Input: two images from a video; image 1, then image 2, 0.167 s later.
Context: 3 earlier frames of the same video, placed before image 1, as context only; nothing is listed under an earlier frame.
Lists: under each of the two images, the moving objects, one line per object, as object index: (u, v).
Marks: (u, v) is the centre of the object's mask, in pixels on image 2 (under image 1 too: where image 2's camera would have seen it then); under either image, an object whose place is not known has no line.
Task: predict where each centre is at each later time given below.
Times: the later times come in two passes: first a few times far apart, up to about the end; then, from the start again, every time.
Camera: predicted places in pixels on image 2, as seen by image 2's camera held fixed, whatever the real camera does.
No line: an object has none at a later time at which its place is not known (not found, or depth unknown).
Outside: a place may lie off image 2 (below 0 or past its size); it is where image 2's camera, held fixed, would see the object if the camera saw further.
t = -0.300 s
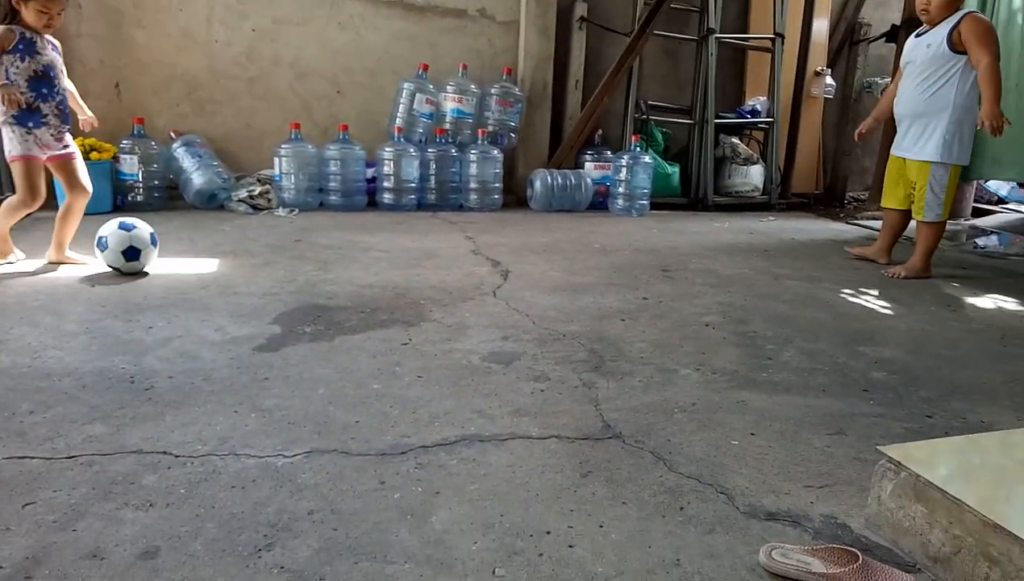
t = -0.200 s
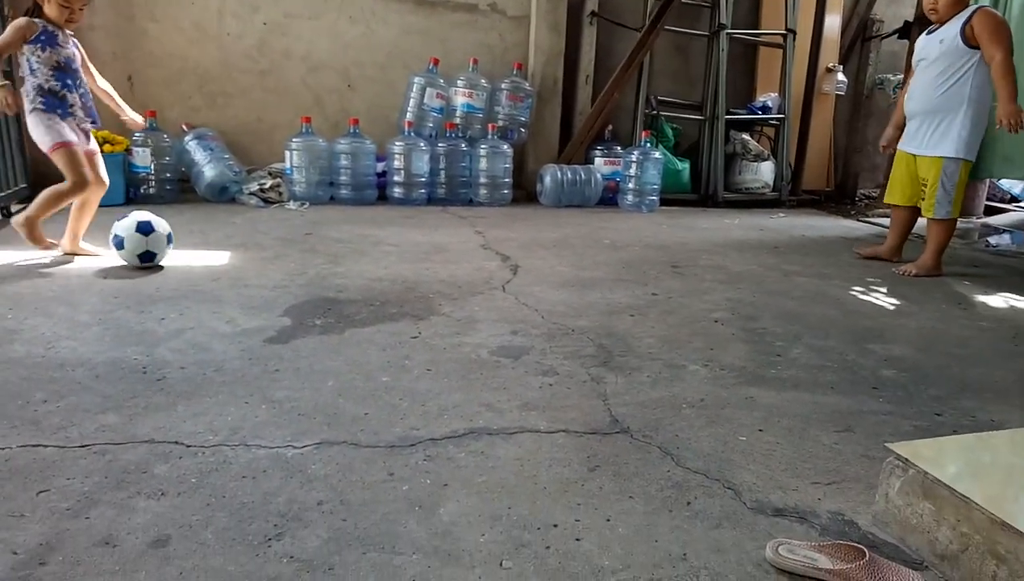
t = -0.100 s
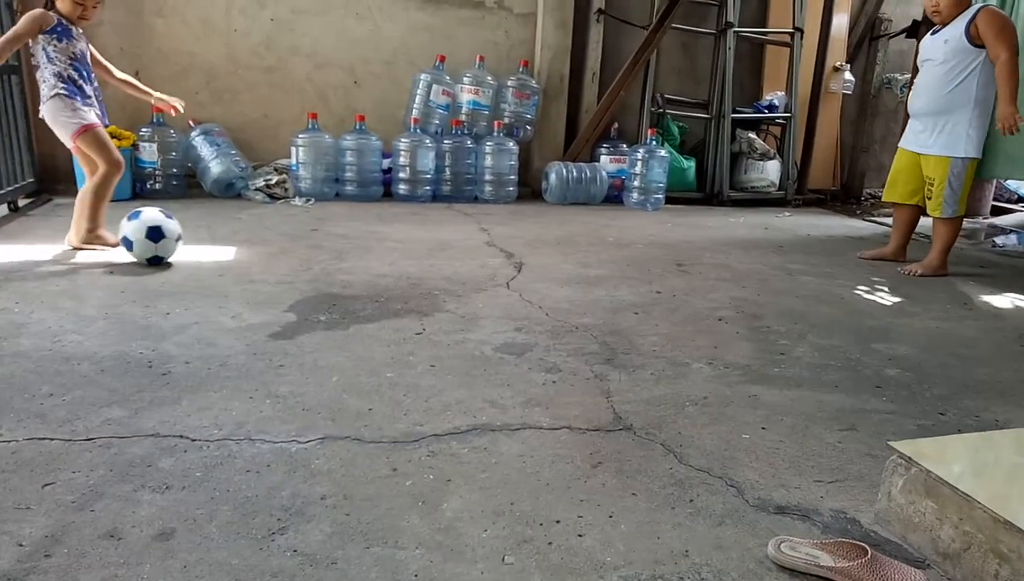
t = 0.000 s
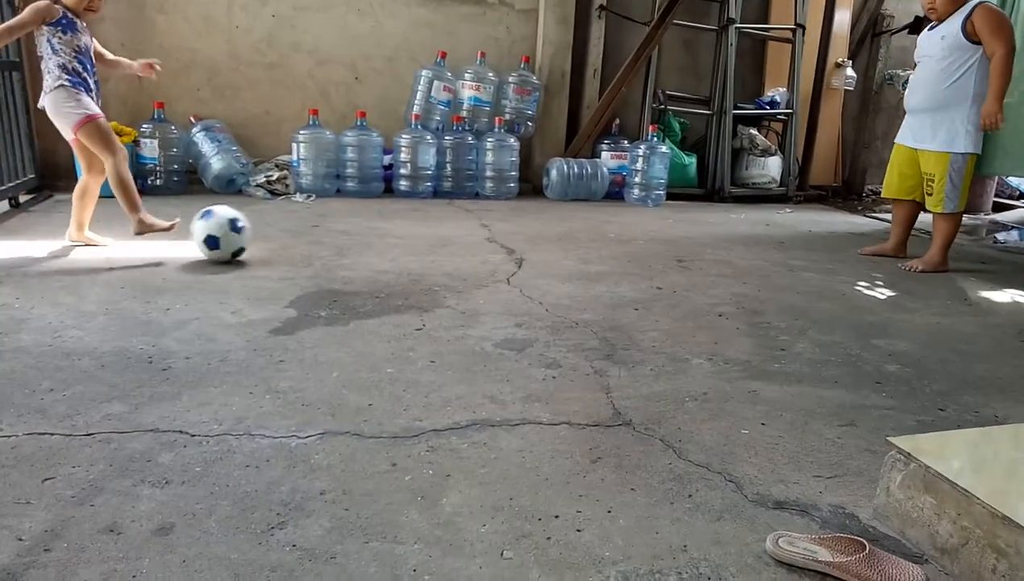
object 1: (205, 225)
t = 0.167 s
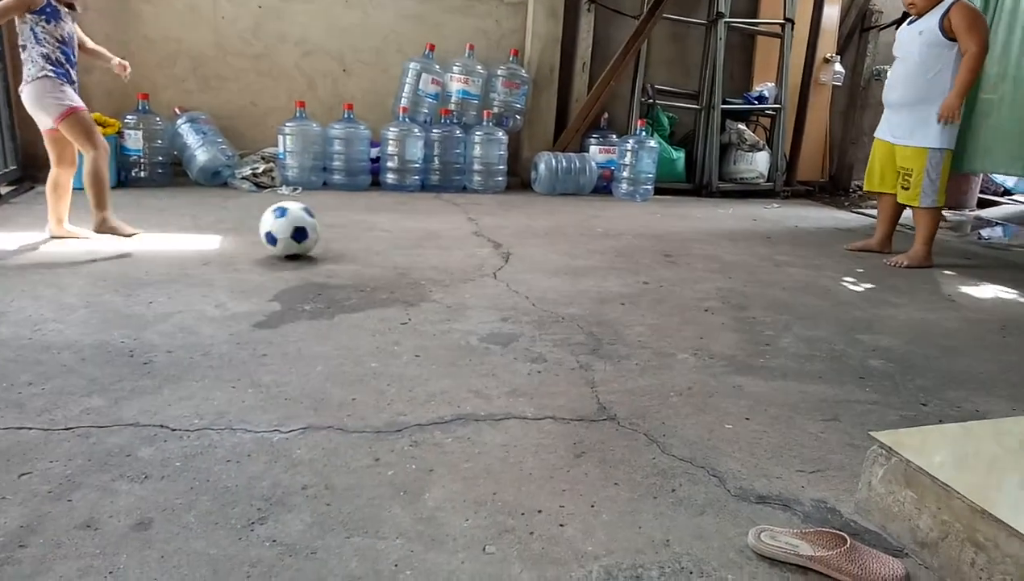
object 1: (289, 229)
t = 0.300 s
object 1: (351, 231)
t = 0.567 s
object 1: (468, 237)
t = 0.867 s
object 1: (587, 242)
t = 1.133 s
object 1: (688, 245)
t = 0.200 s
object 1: (305, 228)
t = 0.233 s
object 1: (321, 230)
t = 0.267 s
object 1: (335, 230)
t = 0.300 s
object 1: (351, 231)
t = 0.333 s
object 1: (366, 232)
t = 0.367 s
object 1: (380, 233)
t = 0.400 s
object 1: (394, 233)
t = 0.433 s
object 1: (409, 234)
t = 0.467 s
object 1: (424, 234)
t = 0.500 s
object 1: (437, 235)
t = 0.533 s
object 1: (452, 236)
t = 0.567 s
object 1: (468, 237)
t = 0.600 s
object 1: (482, 239)
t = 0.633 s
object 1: (494, 238)
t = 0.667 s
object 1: (509, 238)
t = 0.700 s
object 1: (523, 239)
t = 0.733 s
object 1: (536, 240)
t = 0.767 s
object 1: (550, 240)
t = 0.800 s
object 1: (563, 241)
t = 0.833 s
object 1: (575, 241)
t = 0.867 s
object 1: (587, 242)
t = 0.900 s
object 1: (600, 242)
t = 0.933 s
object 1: (613, 243)
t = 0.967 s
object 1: (626, 243)
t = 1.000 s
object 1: (638, 243)
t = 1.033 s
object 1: (650, 244)
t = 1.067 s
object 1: (664, 245)
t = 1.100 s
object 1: (676, 244)
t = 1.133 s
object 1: (688, 245)
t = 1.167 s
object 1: (700, 244)
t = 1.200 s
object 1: (711, 246)
